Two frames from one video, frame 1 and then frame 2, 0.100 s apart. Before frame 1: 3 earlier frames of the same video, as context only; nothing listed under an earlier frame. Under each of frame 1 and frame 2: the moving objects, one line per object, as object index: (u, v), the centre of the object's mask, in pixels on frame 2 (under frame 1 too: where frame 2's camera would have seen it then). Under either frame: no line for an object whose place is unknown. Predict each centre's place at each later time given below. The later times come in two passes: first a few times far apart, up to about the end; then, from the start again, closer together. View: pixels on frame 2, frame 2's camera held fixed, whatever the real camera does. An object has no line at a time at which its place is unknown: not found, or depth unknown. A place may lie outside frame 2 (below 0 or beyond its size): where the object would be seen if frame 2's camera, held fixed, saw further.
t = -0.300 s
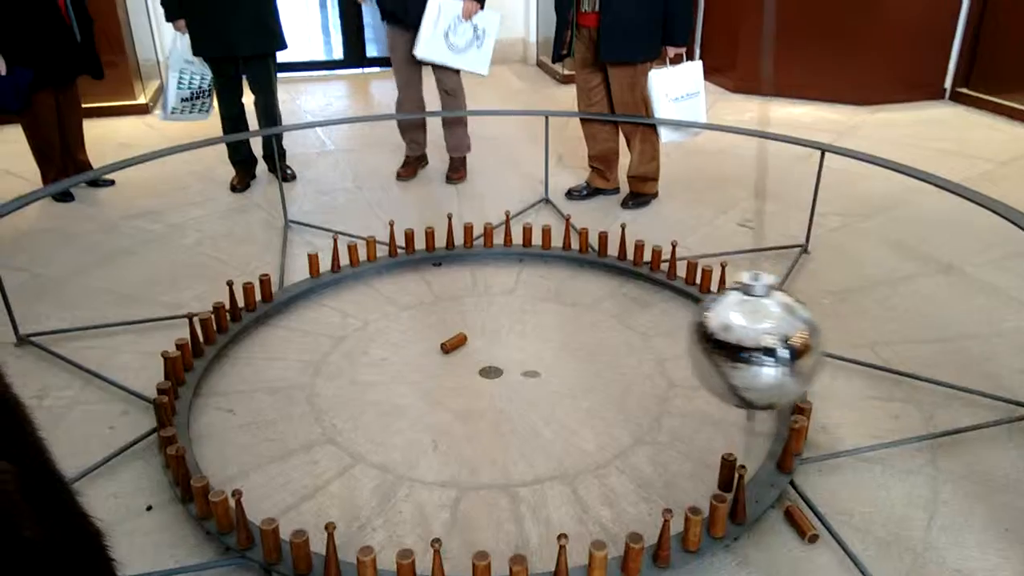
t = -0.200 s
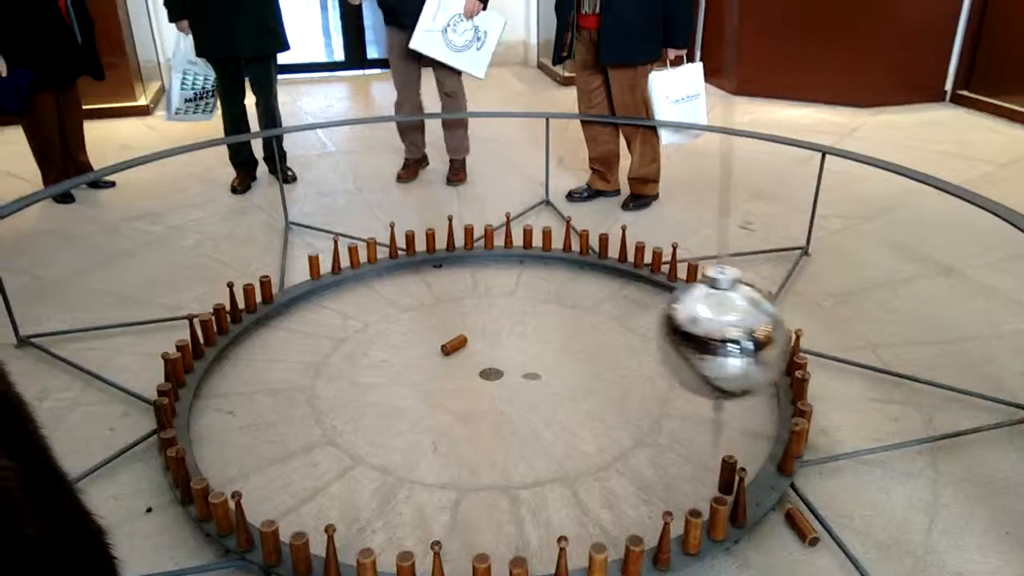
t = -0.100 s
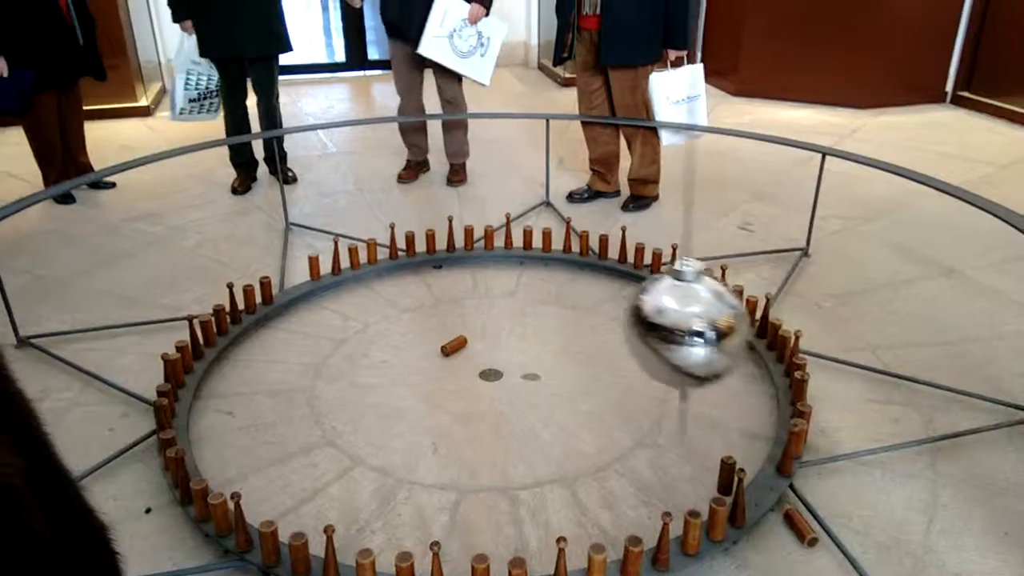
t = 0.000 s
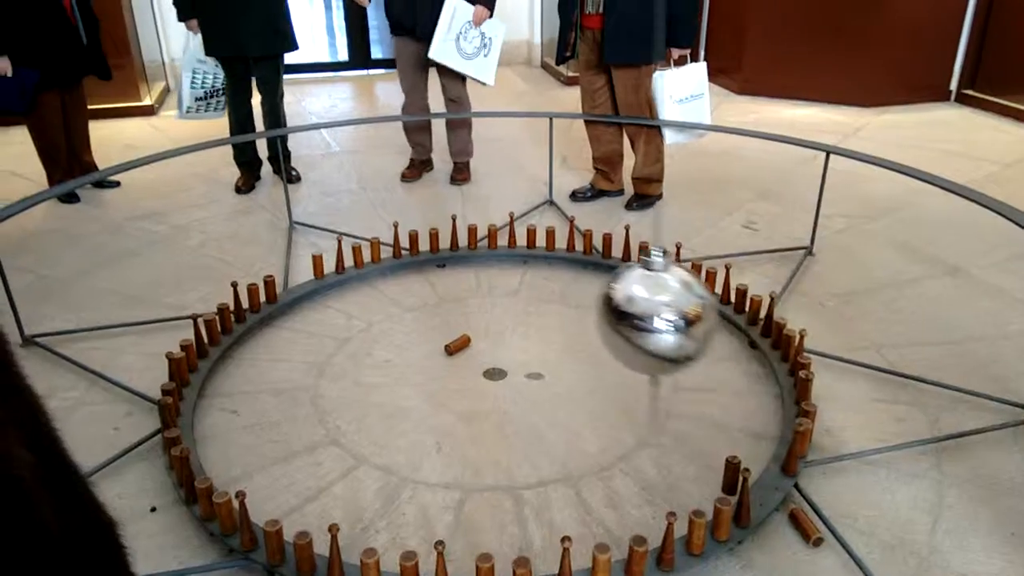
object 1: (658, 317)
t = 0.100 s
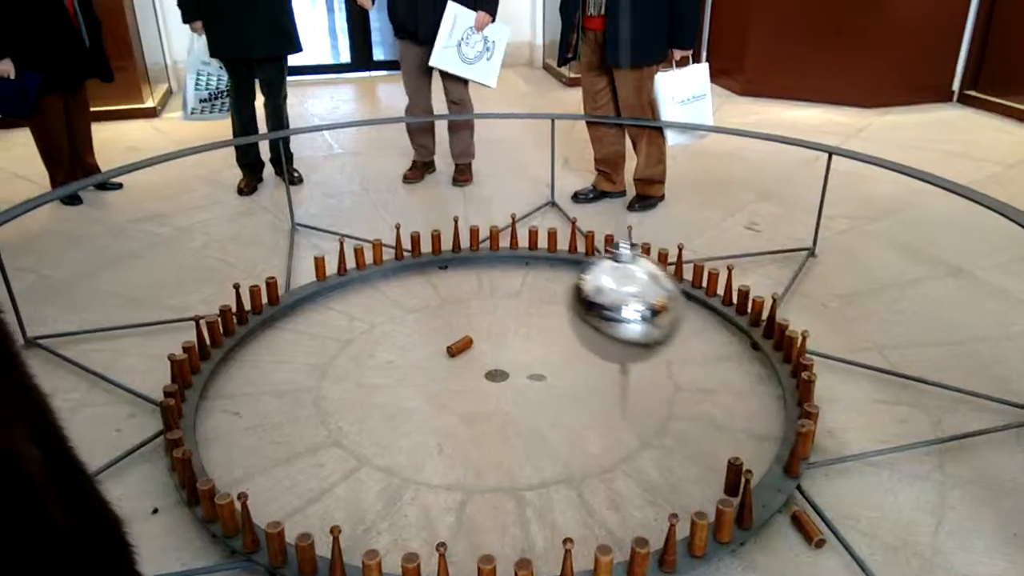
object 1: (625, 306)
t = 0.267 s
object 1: (570, 287)
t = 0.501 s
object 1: (500, 262)
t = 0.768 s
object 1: (432, 236)
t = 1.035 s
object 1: (374, 212)
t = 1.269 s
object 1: (335, 194)
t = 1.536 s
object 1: (298, 176)
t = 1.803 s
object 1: (273, 164)
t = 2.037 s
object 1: (261, 158)
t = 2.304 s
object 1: (256, 156)
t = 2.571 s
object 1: (262, 160)
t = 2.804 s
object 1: (276, 166)
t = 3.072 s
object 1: (300, 177)
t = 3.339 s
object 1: (336, 198)
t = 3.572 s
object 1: (378, 214)
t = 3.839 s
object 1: (437, 240)
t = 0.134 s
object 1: (613, 302)
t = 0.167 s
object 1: (603, 298)
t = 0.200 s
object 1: (592, 294)
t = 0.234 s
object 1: (581, 291)
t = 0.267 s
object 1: (570, 287)
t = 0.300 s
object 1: (560, 284)
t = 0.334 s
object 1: (550, 281)
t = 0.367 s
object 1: (539, 277)
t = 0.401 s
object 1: (529, 273)
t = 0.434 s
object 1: (519, 270)
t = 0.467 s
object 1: (510, 266)
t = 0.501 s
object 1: (500, 262)
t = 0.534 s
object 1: (490, 260)
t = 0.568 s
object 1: (481, 256)
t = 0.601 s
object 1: (473, 252)
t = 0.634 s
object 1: (463, 249)
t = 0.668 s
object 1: (455, 245)
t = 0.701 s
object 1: (447, 241)
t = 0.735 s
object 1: (439, 239)
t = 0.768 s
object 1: (432, 236)
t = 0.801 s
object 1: (423, 232)
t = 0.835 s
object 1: (415, 228)
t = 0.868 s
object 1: (408, 228)
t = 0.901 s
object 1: (401, 225)
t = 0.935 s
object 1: (395, 220)
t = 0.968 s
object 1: (388, 217)
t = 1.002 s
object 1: (380, 214)
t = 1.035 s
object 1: (374, 212)
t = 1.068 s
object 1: (368, 209)
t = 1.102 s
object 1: (361, 205)
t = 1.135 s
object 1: (356, 203)
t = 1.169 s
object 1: (350, 201)
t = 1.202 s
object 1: (345, 198)
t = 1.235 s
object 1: (339, 195)
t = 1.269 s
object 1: (335, 194)
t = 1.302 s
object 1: (328, 190)
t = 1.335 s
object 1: (323, 188)
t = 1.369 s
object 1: (319, 187)
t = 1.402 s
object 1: (315, 185)
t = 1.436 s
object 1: (311, 183)
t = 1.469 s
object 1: (306, 181)
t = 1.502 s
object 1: (302, 179)
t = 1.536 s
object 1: (298, 176)
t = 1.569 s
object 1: (294, 174)
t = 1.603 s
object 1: (291, 174)
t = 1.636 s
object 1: (288, 171)
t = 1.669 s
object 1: (284, 170)
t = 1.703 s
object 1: (281, 169)
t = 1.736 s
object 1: (279, 167)
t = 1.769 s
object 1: (276, 166)
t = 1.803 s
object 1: (273, 164)
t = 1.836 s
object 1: (271, 163)
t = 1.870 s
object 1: (269, 162)
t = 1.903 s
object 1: (267, 162)
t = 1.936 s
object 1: (266, 161)
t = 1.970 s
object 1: (263, 160)
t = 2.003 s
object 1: (262, 159)
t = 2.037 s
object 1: (261, 158)
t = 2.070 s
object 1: (260, 158)
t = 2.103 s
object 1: (259, 158)
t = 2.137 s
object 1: (257, 157)
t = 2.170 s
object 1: (257, 157)
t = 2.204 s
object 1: (257, 157)
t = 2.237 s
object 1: (256, 157)
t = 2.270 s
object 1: (256, 156)
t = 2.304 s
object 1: (256, 156)
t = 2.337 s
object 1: (256, 156)
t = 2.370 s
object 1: (256, 156)
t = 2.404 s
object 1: (257, 157)
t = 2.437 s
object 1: (257, 156)
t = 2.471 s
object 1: (258, 157)
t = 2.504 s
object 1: (259, 158)
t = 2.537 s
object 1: (260, 159)
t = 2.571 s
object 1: (262, 160)
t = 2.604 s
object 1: (263, 160)
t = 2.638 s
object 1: (264, 162)
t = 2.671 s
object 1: (266, 163)
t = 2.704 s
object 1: (269, 162)
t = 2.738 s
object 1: (270, 162)
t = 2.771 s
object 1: (273, 164)
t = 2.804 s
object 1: (276, 166)
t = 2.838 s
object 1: (278, 166)
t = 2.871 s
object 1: (280, 169)
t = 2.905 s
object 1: (284, 171)
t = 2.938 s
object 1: (286, 172)
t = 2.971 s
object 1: (289, 173)
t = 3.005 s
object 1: (293, 175)
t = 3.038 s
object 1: (297, 176)
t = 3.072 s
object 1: (300, 177)
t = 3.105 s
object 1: (304, 179)
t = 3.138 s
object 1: (309, 182)
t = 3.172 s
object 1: (312, 185)
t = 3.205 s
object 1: (315, 186)
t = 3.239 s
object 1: (320, 189)
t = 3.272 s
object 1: (327, 193)
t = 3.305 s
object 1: (332, 197)
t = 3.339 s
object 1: (336, 198)
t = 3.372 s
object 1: (342, 198)
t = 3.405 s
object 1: (346, 198)
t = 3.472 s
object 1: (359, 204)
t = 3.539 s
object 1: (371, 210)
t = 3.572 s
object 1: (378, 214)
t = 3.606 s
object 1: (385, 217)
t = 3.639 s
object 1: (392, 222)
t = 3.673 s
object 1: (400, 225)
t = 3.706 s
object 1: (406, 226)
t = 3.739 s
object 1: (412, 231)
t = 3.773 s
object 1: (422, 235)
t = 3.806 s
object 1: (431, 235)
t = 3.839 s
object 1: (437, 240)
